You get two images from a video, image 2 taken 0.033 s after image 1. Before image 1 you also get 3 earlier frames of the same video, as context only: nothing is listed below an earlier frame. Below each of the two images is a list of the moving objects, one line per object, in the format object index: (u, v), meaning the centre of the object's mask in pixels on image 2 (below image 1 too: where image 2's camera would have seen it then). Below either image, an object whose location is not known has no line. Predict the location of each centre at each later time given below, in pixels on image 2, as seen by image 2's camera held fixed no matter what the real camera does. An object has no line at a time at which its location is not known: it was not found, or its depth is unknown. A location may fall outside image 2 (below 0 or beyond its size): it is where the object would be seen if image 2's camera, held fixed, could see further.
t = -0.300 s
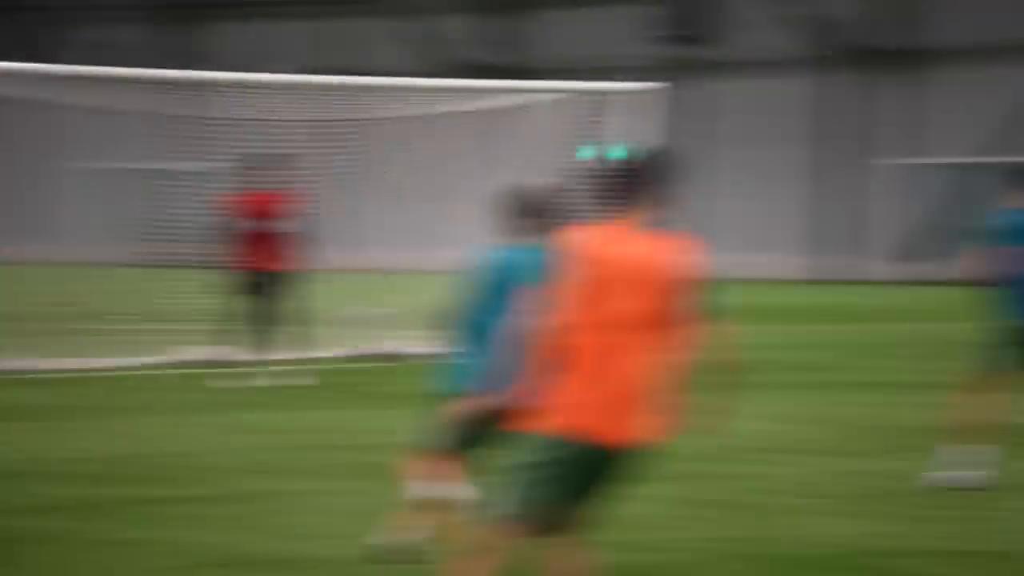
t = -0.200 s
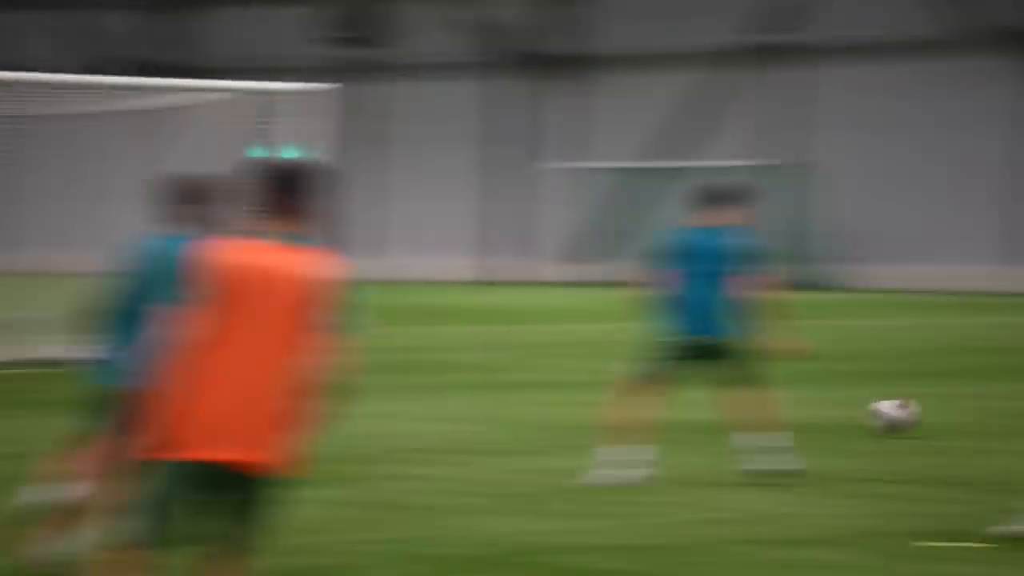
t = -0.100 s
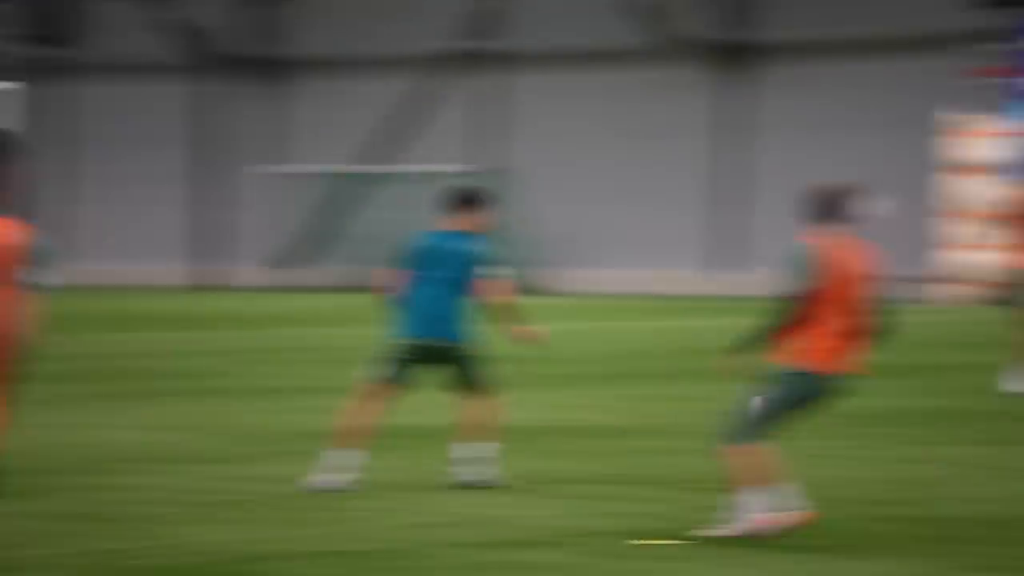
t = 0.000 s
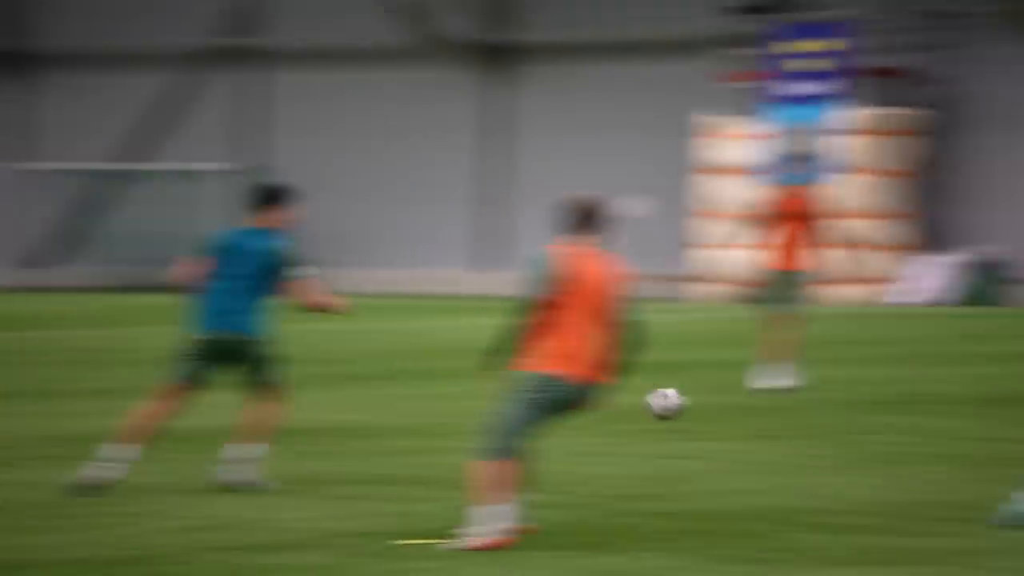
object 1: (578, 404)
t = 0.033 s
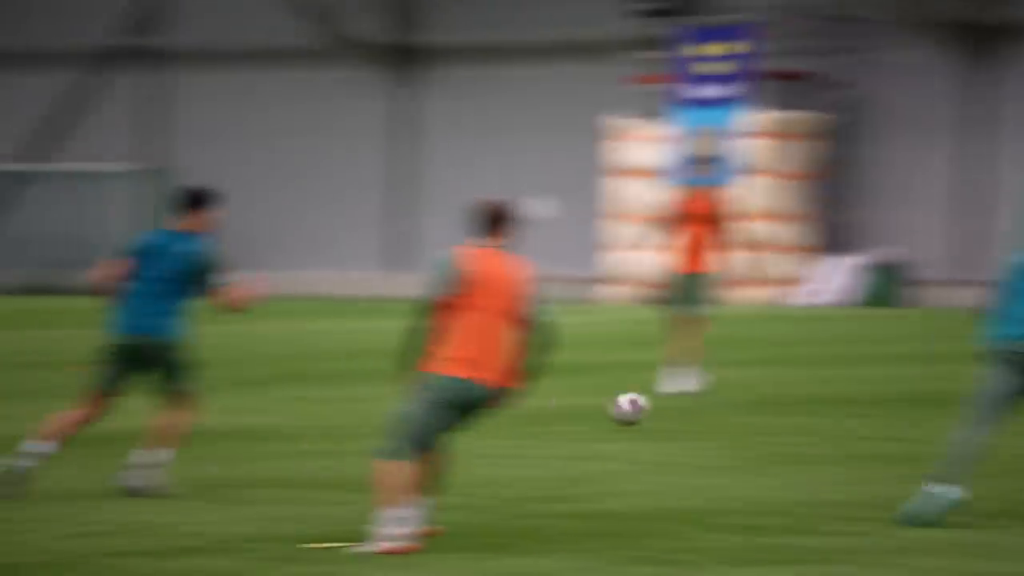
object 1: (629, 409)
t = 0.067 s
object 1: (653, 412)
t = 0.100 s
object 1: (703, 412)
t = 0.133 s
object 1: (747, 405)
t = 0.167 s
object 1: (768, 403)
